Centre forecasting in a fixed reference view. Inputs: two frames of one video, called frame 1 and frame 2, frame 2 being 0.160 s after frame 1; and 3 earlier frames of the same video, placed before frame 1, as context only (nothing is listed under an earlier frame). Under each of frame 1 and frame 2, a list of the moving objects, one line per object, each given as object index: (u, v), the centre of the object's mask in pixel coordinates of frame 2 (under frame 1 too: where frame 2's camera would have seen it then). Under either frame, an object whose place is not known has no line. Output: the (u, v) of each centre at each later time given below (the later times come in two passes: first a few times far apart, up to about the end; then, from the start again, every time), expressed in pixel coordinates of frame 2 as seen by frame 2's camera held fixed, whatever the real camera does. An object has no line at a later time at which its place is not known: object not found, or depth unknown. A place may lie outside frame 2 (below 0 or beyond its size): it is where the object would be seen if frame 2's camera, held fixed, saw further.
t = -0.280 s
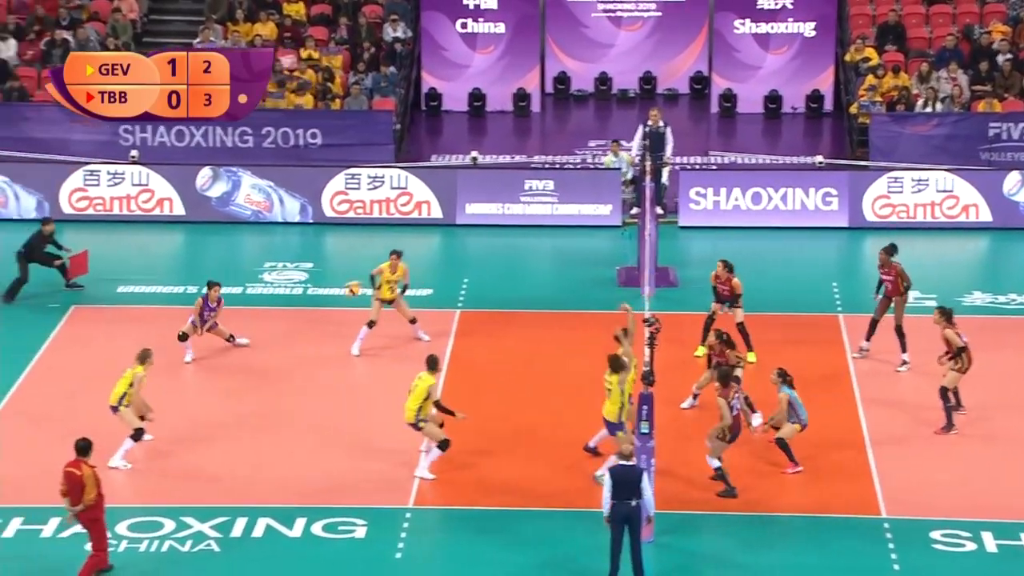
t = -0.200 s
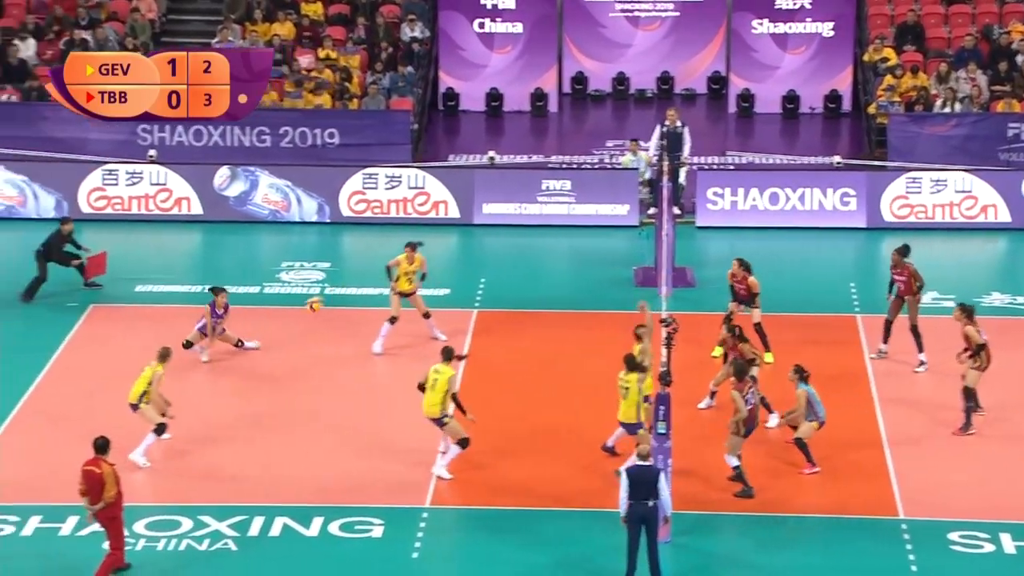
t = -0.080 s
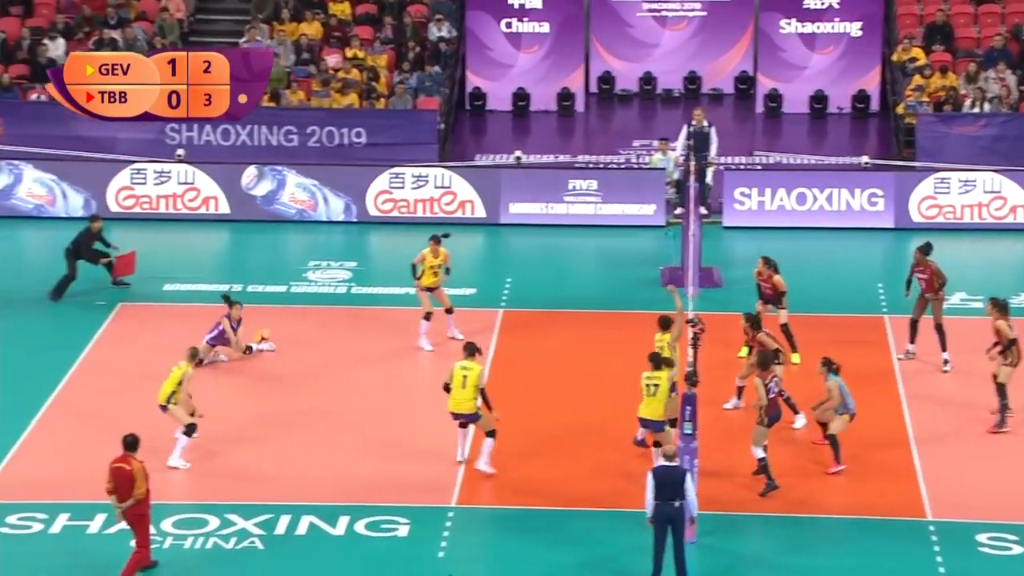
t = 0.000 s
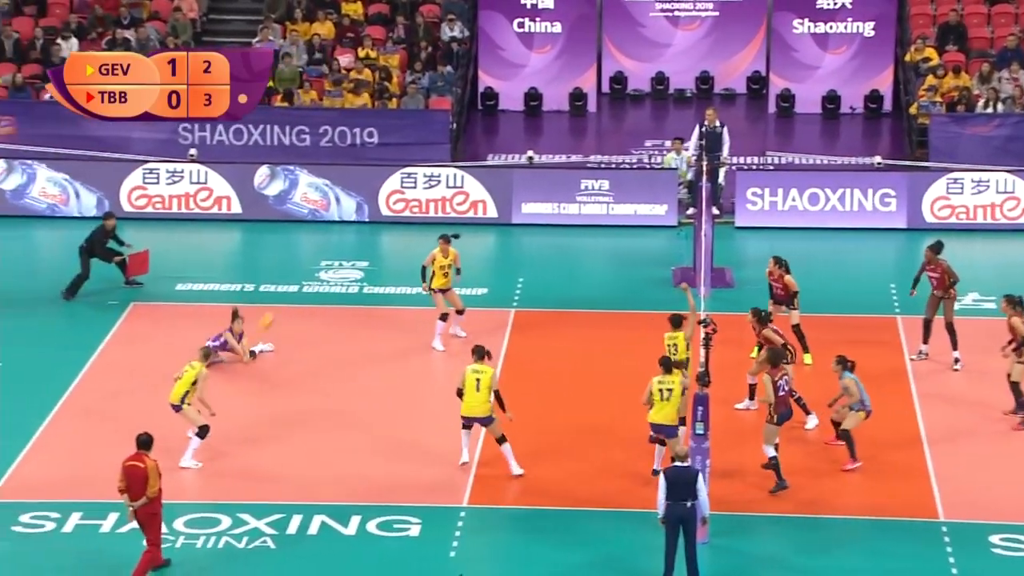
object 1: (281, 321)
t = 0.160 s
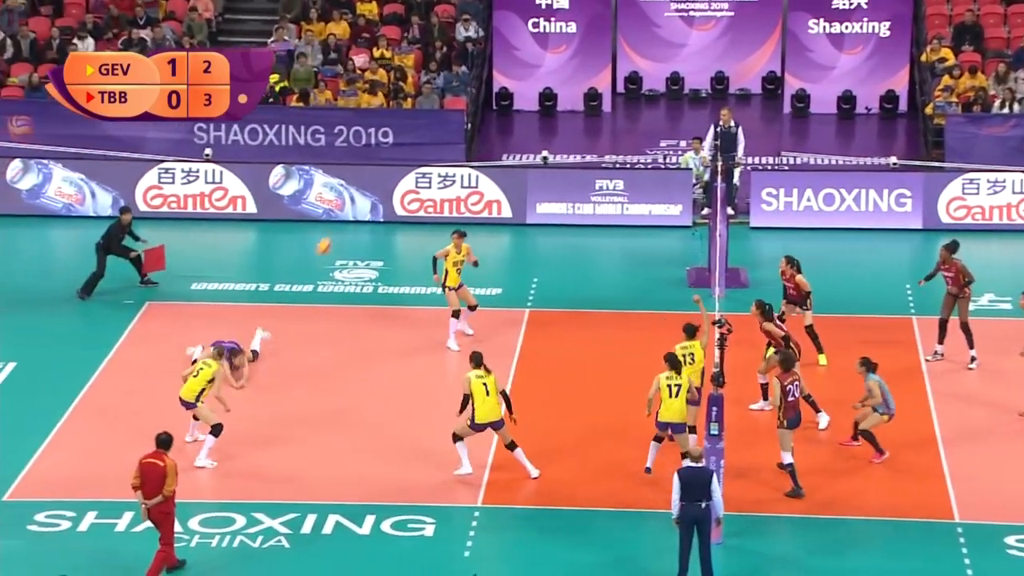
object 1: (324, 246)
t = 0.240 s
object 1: (344, 217)
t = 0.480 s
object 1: (407, 150)
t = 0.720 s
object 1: (464, 121)
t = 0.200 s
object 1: (335, 230)
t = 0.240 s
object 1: (344, 217)
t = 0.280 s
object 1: (355, 202)
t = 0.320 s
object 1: (367, 188)
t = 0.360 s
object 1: (376, 178)
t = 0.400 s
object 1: (386, 167)
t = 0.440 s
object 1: (396, 158)
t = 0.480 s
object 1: (407, 150)
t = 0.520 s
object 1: (416, 142)
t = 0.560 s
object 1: (426, 136)
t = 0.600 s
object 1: (436, 131)
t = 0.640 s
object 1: (445, 126)
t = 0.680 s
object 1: (455, 122)
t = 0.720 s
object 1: (464, 121)
